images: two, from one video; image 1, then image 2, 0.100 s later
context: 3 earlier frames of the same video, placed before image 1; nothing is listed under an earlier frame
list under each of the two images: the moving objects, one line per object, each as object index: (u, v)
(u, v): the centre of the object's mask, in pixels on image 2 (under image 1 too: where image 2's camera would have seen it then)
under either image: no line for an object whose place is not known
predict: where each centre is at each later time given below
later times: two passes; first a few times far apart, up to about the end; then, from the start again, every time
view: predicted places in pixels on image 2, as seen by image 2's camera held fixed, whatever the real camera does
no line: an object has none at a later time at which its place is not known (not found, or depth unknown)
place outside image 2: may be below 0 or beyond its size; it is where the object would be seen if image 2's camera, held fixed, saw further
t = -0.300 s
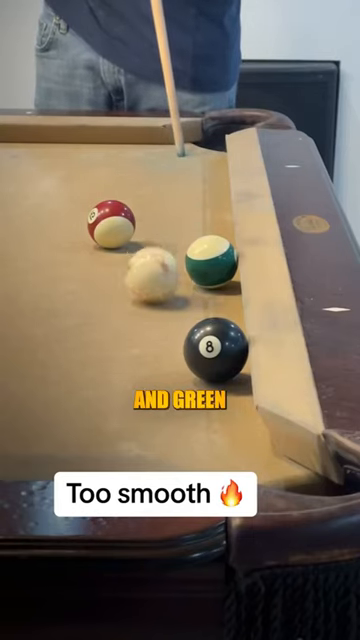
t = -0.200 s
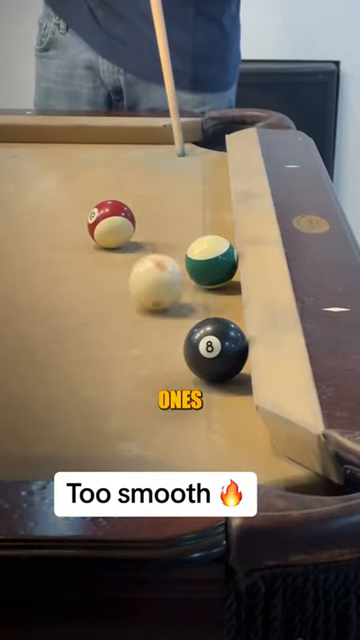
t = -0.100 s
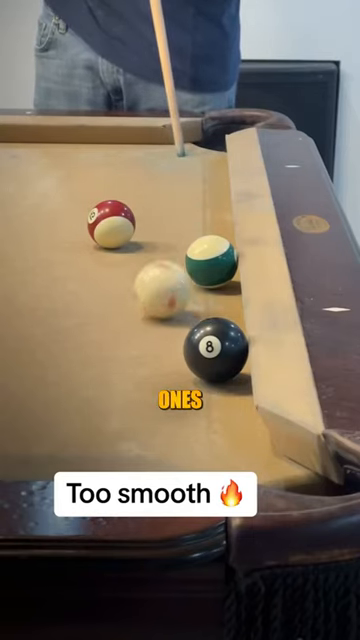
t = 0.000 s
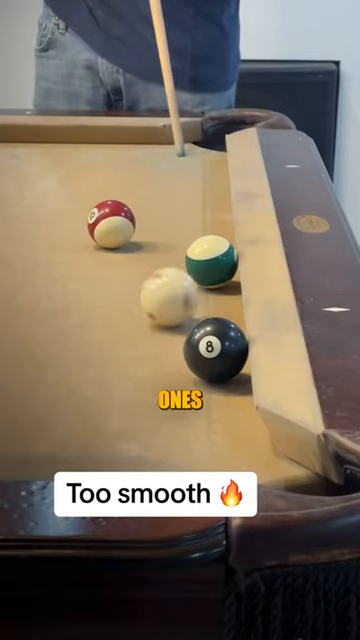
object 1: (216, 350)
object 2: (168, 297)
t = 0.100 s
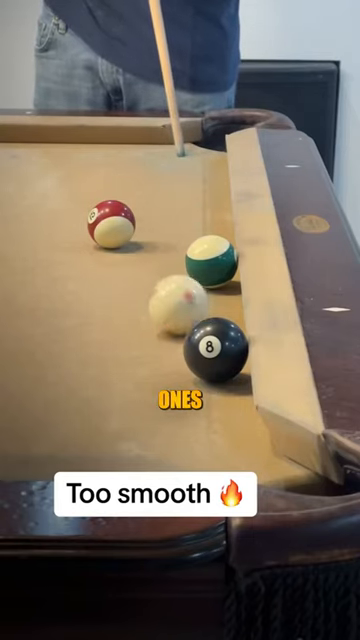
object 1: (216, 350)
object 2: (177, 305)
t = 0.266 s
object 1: (216, 350)
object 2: (190, 311)
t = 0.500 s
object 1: (216, 358)
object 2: (209, 316)
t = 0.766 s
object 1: (215, 373)
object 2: (188, 325)
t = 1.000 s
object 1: (213, 389)
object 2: (178, 328)
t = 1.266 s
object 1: (212, 409)
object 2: (172, 330)
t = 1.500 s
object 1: (213, 426)
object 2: (167, 332)
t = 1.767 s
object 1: (212, 441)
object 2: (160, 334)
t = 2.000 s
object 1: (212, 450)
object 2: (156, 336)
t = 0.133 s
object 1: (216, 349)
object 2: (178, 306)
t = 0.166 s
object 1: (216, 349)
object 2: (181, 309)
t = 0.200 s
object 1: (216, 350)
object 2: (184, 310)
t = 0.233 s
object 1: (216, 350)
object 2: (186, 312)
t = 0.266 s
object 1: (216, 350)
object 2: (190, 311)
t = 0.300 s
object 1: (215, 349)
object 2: (193, 313)
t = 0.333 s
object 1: (216, 349)
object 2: (199, 312)
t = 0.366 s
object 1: (216, 349)
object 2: (203, 313)
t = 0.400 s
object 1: (216, 351)
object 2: (210, 314)
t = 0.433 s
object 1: (216, 353)
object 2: (215, 314)
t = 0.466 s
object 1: (216, 356)
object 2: (213, 315)
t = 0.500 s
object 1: (216, 358)
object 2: (209, 316)
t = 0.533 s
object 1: (216, 360)
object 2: (206, 317)
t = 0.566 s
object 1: (216, 361)
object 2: (203, 318)
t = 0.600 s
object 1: (215, 363)
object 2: (200, 319)
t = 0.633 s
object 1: (216, 364)
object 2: (196, 321)
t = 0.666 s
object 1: (216, 366)
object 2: (195, 322)
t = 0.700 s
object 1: (216, 368)
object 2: (192, 324)
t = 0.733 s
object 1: (216, 369)
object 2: (190, 324)
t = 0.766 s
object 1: (215, 373)
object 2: (188, 325)
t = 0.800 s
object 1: (216, 375)
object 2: (187, 326)
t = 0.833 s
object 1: (216, 376)
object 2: (185, 326)
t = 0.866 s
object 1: (216, 379)
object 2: (183, 327)
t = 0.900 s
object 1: (216, 381)
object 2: (182, 327)
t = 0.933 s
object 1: (216, 384)
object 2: (181, 328)
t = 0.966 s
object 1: (216, 386)
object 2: (180, 328)
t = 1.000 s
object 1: (213, 389)
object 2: (178, 328)
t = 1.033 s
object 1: (212, 391)
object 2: (177, 328)
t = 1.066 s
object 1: (212, 393)
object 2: (176, 329)
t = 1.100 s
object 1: (216, 397)
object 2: (175, 329)
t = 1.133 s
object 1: (216, 400)
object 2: (174, 329)
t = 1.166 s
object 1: (212, 402)
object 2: (173, 329)
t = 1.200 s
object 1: (212, 404)
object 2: (173, 329)
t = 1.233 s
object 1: (212, 406)
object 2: (172, 330)
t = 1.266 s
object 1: (212, 409)
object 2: (172, 330)
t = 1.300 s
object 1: (212, 411)
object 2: (171, 330)
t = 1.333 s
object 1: (211, 413)
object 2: (170, 330)
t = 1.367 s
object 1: (213, 417)
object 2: (169, 331)
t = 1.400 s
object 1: (213, 419)
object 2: (169, 331)
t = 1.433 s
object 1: (213, 421)
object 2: (168, 331)
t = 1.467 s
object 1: (213, 423)
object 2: (168, 331)
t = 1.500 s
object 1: (213, 426)
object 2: (167, 332)
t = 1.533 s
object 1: (212, 429)
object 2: (166, 332)
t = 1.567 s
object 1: (212, 431)
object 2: (165, 332)
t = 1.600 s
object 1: (212, 433)
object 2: (165, 333)
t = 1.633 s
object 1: (212, 435)
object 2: (163, 333)
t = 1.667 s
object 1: (212, 437)
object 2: (163, 333)
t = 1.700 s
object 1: (212, 440)
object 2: (162, 333)
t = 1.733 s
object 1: (212, 440)
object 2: (161, 334)
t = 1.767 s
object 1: (212, 441)
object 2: (160, 334)
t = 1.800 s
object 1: (212, 442)
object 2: (159, 335)
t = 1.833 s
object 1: (212, 443)
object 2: (159, 335)
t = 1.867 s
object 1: (212, 445)
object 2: (158, 336)
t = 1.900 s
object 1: (212, 446)
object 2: (157, 336)
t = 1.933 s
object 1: (212, 447)
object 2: (157, 336)
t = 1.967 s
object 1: (212, 449)
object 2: (156, 336)
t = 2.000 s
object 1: (212, 450)
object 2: (156, 336)
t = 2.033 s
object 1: (212, 451)
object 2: (155, 336)
